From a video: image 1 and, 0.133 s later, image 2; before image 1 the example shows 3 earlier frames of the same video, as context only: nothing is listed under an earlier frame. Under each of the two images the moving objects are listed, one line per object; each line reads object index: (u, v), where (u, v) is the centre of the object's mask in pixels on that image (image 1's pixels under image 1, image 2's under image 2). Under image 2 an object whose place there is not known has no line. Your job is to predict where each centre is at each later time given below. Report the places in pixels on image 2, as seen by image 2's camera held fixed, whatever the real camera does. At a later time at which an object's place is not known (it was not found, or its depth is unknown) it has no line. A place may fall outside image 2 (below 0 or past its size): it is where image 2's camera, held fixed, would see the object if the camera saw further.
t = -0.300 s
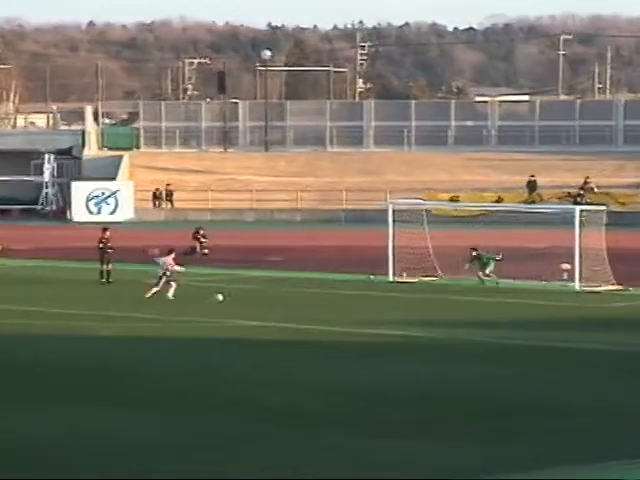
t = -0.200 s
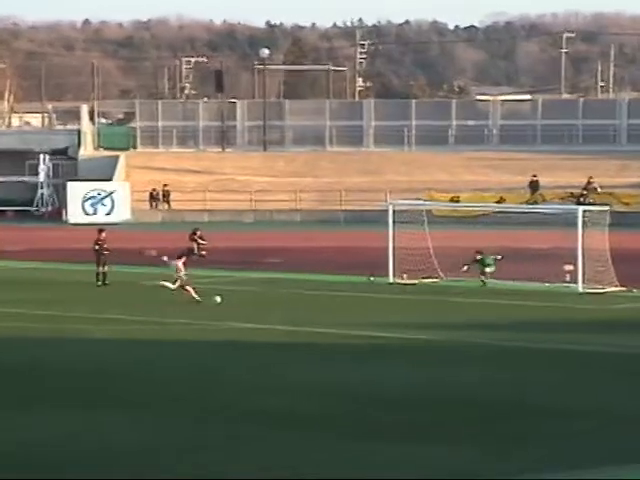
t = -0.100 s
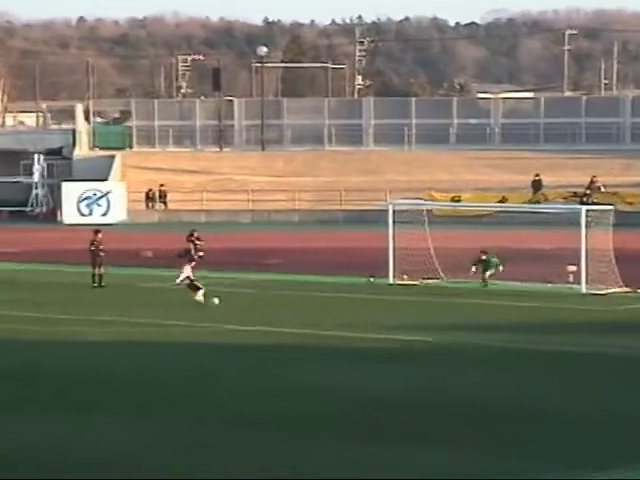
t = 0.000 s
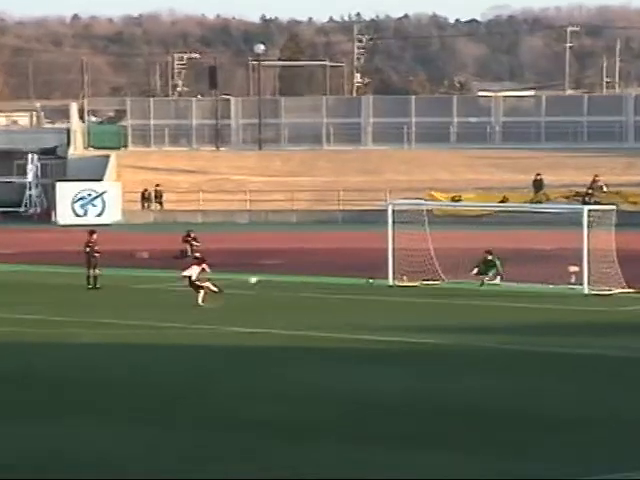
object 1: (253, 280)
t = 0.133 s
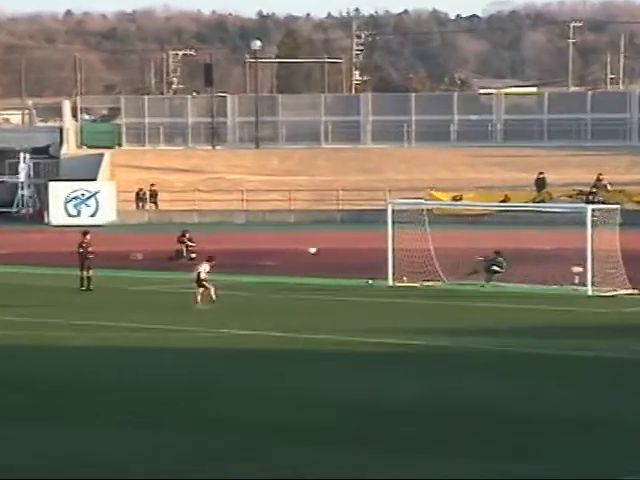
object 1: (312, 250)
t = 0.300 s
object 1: (376, 225)
